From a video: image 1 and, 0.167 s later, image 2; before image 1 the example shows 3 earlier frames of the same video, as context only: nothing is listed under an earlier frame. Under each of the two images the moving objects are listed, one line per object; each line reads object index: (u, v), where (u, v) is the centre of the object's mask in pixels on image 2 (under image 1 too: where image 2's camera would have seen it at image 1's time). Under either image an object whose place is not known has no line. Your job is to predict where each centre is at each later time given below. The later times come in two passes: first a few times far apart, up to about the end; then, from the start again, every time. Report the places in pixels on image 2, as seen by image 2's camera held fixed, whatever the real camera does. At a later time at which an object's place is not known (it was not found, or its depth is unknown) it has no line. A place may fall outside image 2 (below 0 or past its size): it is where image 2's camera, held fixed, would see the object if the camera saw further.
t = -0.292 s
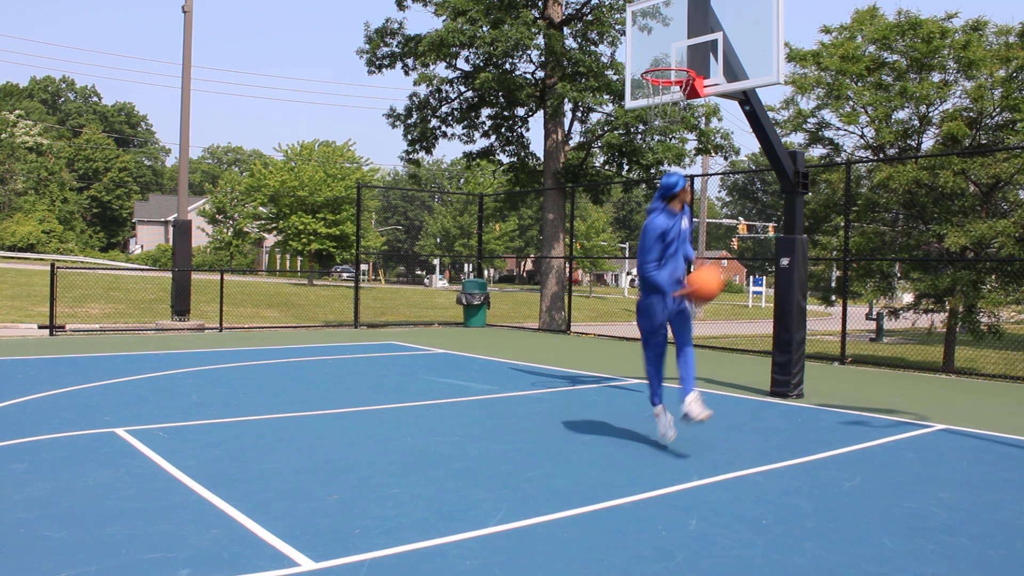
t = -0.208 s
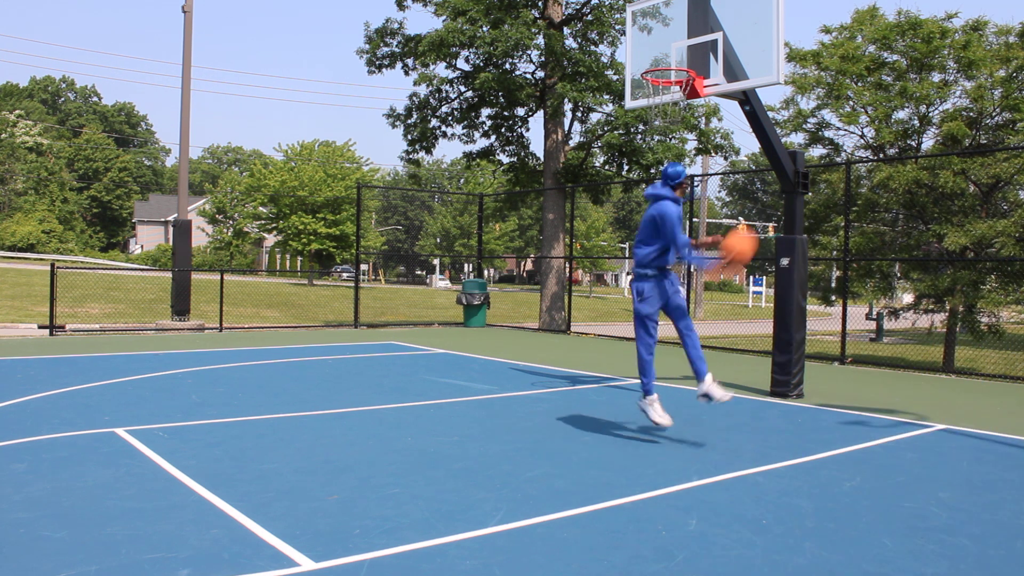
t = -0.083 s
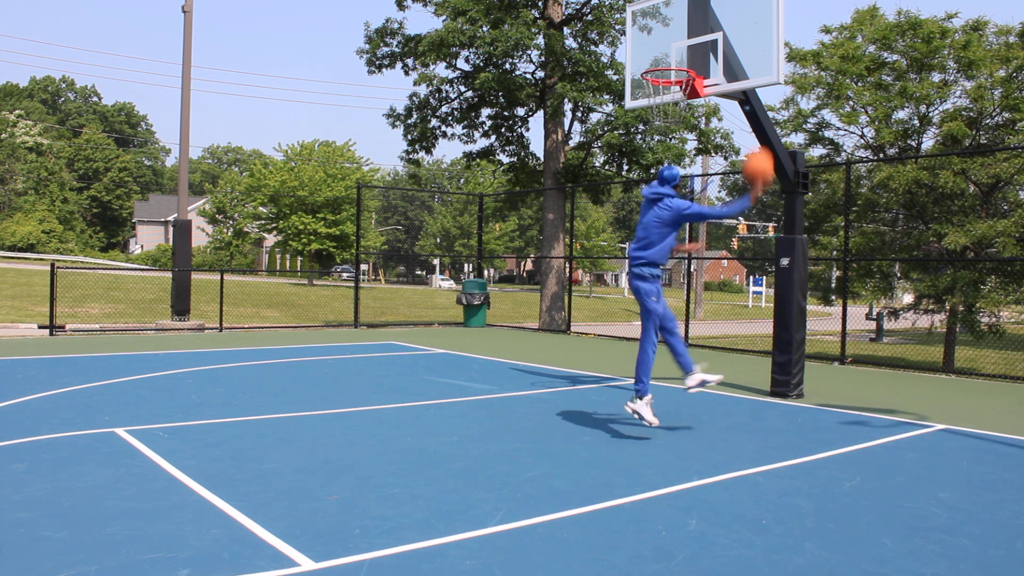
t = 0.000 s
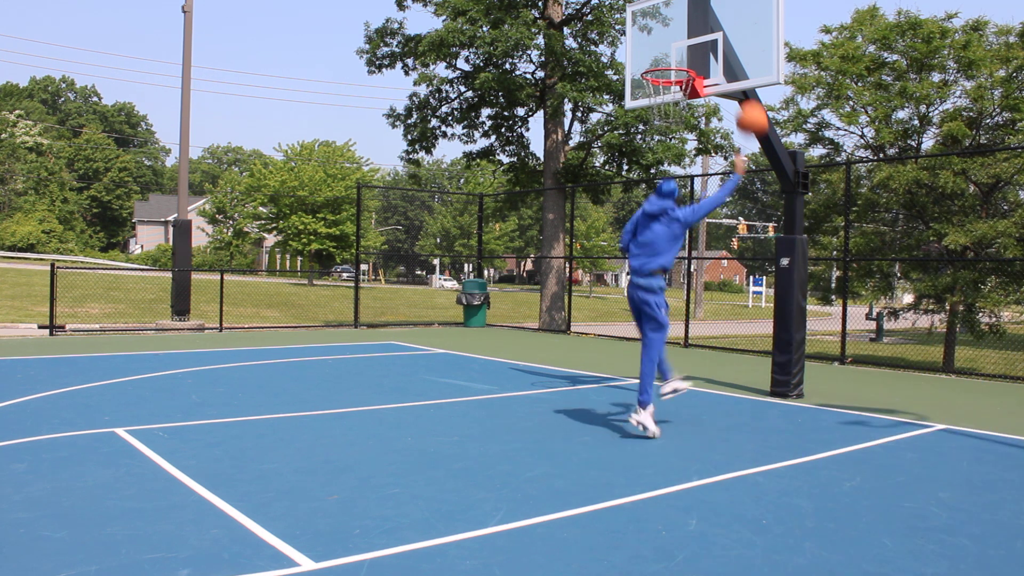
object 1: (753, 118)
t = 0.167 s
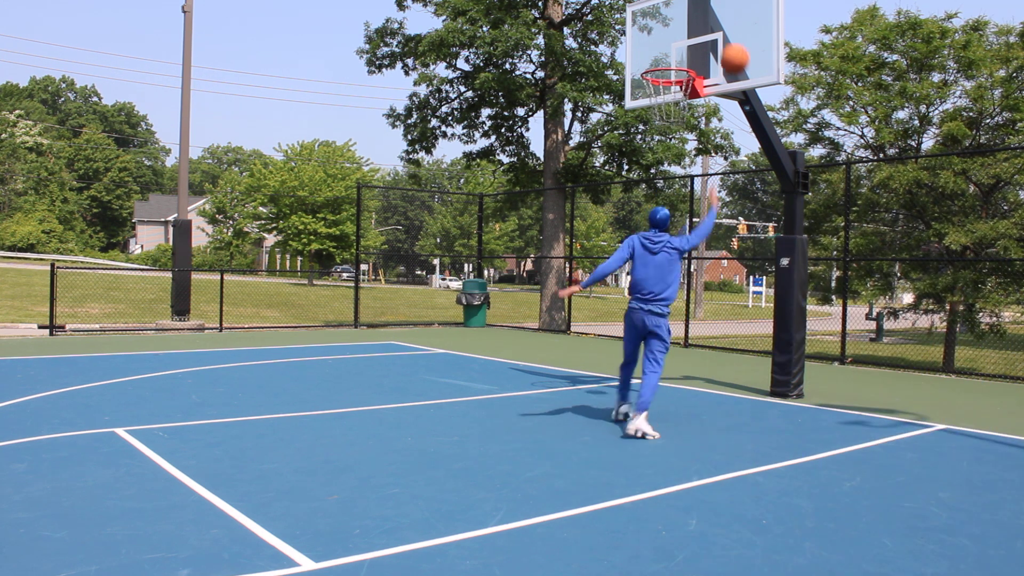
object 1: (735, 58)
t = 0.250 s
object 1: (727, 43)
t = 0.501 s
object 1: (698, 35)
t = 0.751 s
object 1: (657, 82)
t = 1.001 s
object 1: (656, 118)
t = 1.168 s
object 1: (658, 150)
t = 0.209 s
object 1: (731, 49)
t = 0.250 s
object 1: (727, 43)
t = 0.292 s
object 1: (723, 38)
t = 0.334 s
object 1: (719, 35)
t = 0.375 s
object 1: (716, 35)
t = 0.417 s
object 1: (711, 34)
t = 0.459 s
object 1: (705, 34)
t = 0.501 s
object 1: (698, 35)
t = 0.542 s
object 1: (692, 39)
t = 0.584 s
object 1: (686, 44)
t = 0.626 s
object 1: (679, 51)
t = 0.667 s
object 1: (671, 58)
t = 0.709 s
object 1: (664, 70)
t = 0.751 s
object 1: (657, 82)
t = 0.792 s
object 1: (656, 90)
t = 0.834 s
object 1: (654, 97)
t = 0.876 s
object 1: (654, 102)
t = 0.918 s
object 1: (655, 108)
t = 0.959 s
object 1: (656, 113)
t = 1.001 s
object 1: (656, 118)
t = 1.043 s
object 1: (657, 122)
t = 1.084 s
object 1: (657, 130)
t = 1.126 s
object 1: (658, 139)
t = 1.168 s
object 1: (658, 150)
